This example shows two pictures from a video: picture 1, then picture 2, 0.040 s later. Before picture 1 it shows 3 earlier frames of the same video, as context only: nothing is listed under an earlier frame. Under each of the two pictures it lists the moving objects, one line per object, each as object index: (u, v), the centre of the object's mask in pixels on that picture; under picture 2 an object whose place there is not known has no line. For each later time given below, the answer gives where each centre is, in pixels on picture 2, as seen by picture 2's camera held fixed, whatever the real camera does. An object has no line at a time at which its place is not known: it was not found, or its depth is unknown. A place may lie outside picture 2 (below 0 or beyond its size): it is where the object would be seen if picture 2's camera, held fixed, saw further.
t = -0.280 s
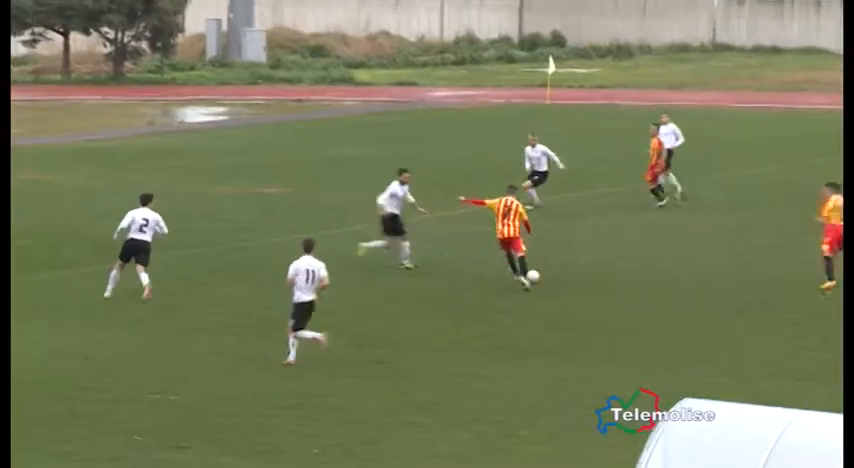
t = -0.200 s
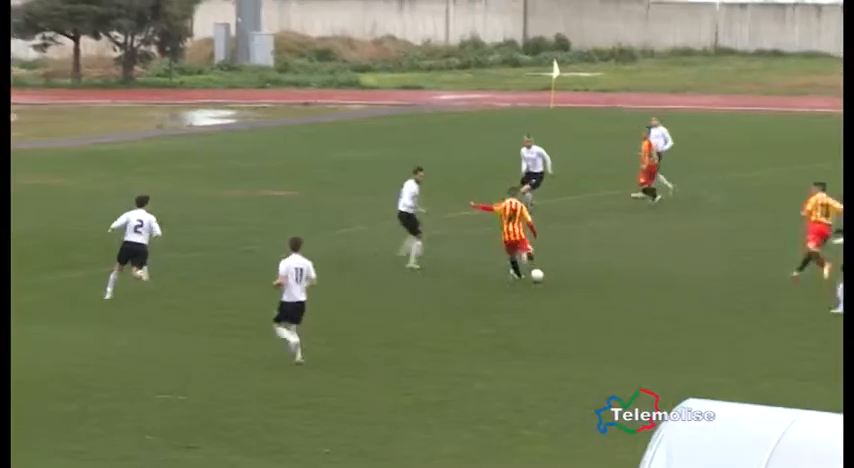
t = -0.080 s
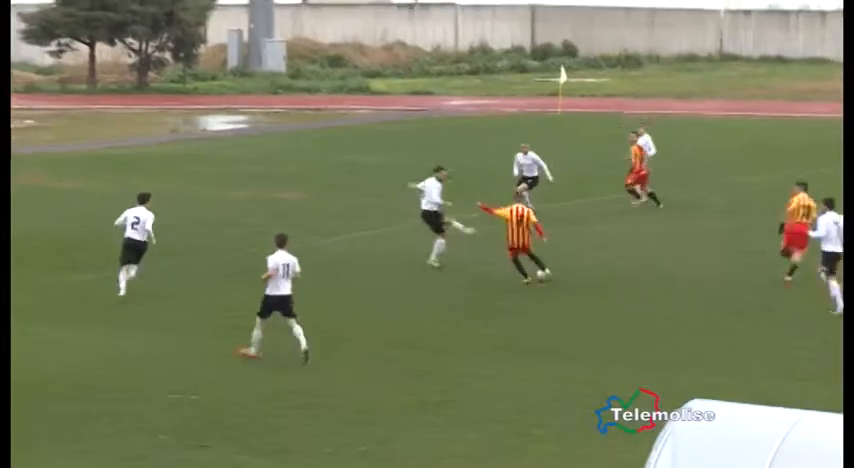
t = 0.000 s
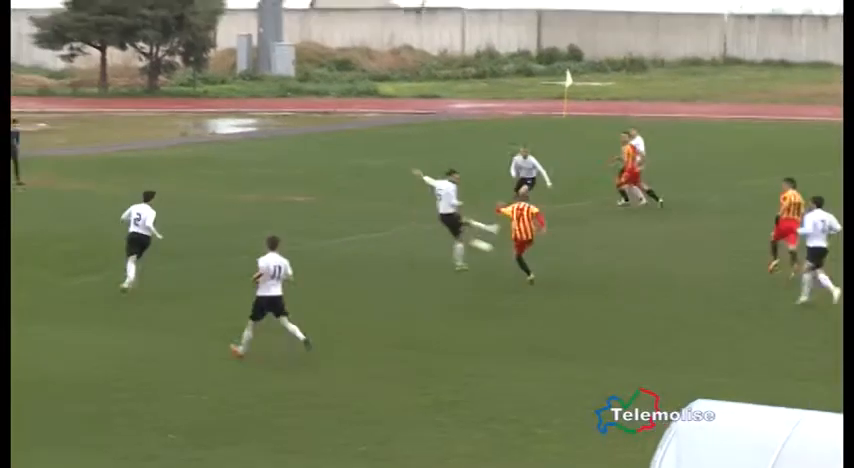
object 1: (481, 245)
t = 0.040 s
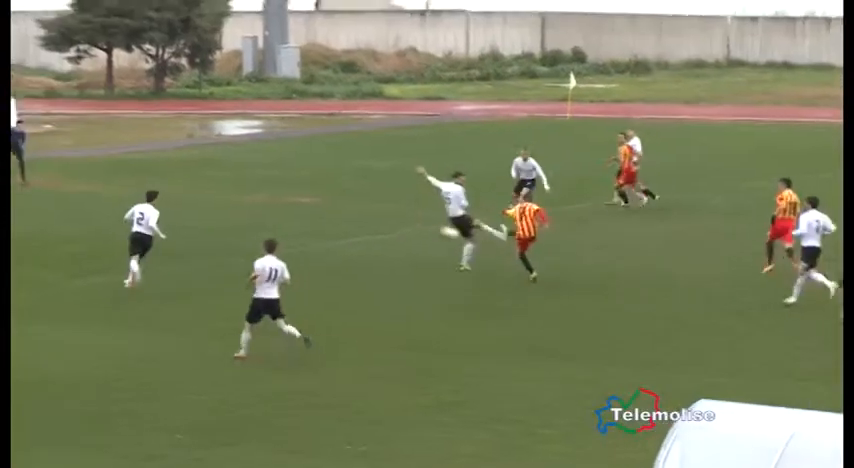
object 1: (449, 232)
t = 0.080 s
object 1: (419, 220)
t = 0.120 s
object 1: (387, 209)
